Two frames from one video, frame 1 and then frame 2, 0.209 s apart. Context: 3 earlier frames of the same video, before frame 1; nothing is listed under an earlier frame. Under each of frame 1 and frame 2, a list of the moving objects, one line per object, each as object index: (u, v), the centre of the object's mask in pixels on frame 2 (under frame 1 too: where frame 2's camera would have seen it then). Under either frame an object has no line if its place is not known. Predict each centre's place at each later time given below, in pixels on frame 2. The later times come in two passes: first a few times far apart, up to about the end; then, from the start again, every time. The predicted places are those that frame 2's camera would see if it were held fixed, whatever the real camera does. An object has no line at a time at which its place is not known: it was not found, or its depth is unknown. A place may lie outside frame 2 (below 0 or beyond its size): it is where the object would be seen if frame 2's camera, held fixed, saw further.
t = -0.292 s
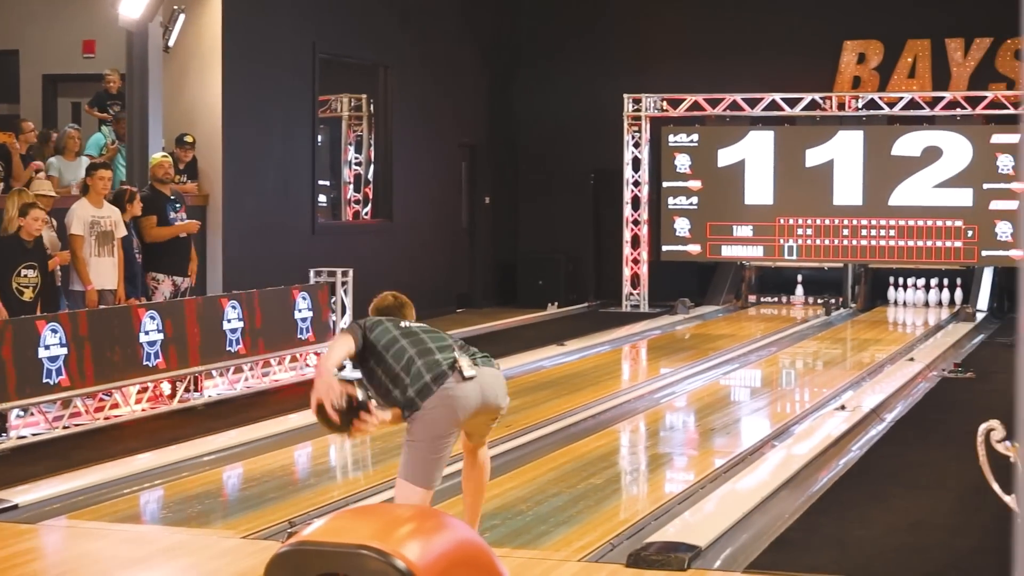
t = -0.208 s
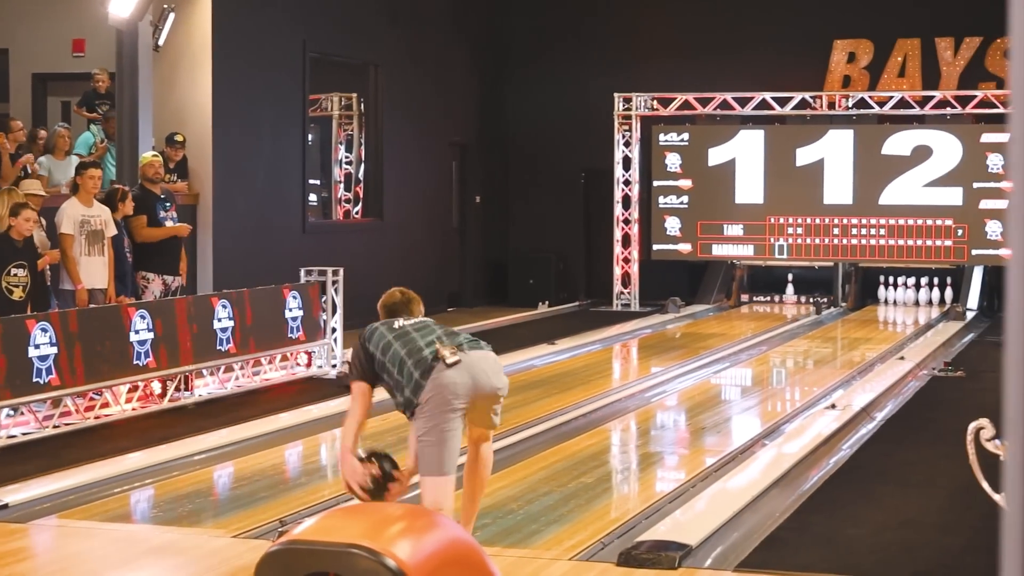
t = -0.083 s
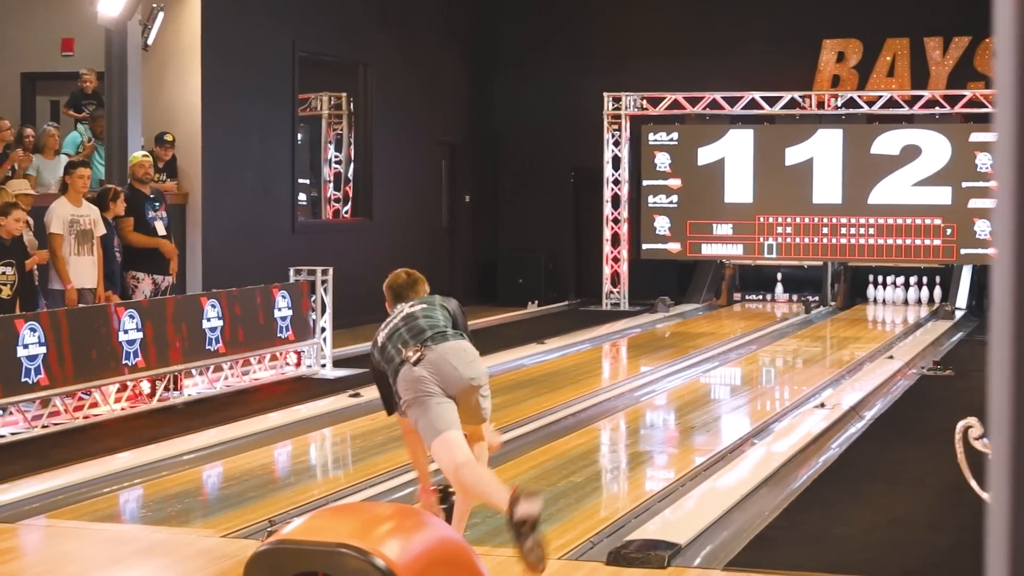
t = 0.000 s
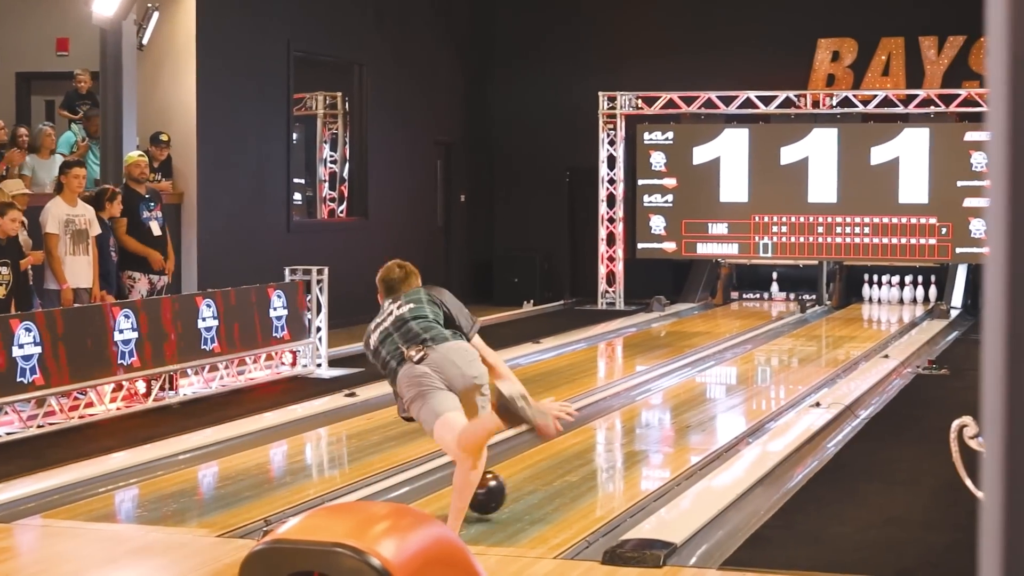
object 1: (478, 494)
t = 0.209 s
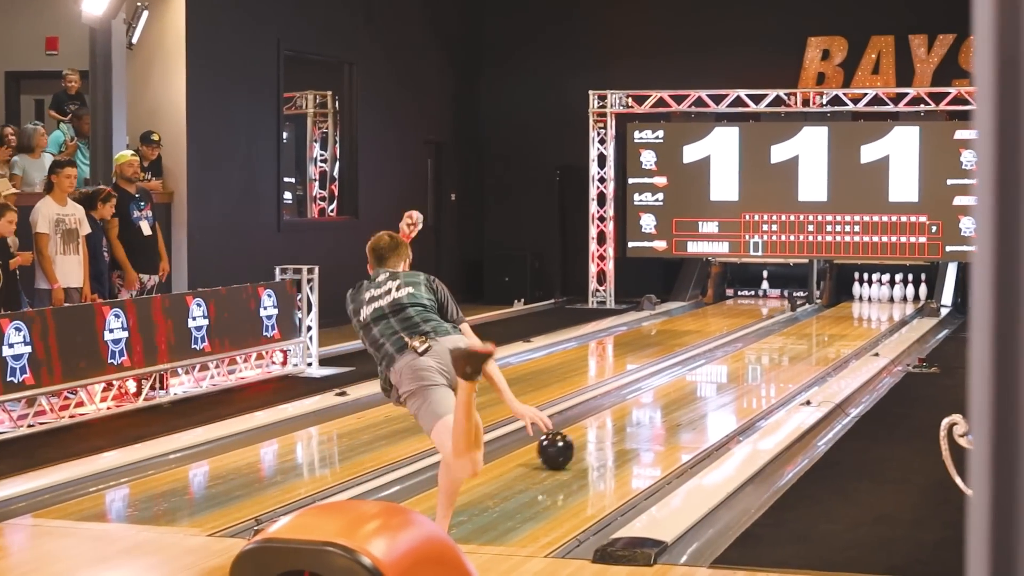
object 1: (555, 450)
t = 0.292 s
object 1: (582, 435)
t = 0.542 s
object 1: (647, 397)
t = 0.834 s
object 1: (704, 364)
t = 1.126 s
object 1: (743, 342)
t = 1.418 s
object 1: (779, 324)
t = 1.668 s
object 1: (808, 313)
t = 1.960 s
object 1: (846, 302)
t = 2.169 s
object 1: (874, 296)
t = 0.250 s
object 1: (572, 441)
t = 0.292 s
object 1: (582, 435)
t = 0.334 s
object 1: (597, 426)
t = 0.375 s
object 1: (606, 421)
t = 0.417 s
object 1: (620, 414)
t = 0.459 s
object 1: (628, 409)
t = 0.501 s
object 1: (640, 401)
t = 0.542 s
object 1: (647, 397)
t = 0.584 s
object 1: (658, 391)
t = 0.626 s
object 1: (665, 387)
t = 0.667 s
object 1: (674, 381)
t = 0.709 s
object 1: (680, 378)
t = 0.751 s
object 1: (689, 372)
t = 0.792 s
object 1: (695, 369)
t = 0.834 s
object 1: (704, 364)
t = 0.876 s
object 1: (709, 362)
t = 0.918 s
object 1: (716, 357)
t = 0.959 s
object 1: (721, 354)
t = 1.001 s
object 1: (728, 351)
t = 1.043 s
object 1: (732, 348)
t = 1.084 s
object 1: (739, 344)
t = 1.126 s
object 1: (743, 342)
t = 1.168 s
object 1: (749, 339)
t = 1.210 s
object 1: (753, 337)
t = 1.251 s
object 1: (760, 334)
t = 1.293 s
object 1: (763, 332)
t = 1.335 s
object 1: (769, 329)
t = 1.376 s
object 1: (773, 327)
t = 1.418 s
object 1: (779, 324)
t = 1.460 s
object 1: (782, 323)
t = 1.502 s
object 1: (788, 320)
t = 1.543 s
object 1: (791, 318)
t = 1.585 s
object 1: (797, 316)
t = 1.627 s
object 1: (801, 315)
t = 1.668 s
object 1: (808, 313)
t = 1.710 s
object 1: (812, 311)
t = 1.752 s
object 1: (819, 310)
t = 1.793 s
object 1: (823, 309)
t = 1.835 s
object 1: (830, 307)
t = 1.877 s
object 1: (834, 305)
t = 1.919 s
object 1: (842, 304)
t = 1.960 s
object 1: (846, 302)
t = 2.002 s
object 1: (853, 302)
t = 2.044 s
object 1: (858, 300)
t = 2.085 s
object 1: (864, 299)
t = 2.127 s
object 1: (868, 298)
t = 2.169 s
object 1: (874, 296)
